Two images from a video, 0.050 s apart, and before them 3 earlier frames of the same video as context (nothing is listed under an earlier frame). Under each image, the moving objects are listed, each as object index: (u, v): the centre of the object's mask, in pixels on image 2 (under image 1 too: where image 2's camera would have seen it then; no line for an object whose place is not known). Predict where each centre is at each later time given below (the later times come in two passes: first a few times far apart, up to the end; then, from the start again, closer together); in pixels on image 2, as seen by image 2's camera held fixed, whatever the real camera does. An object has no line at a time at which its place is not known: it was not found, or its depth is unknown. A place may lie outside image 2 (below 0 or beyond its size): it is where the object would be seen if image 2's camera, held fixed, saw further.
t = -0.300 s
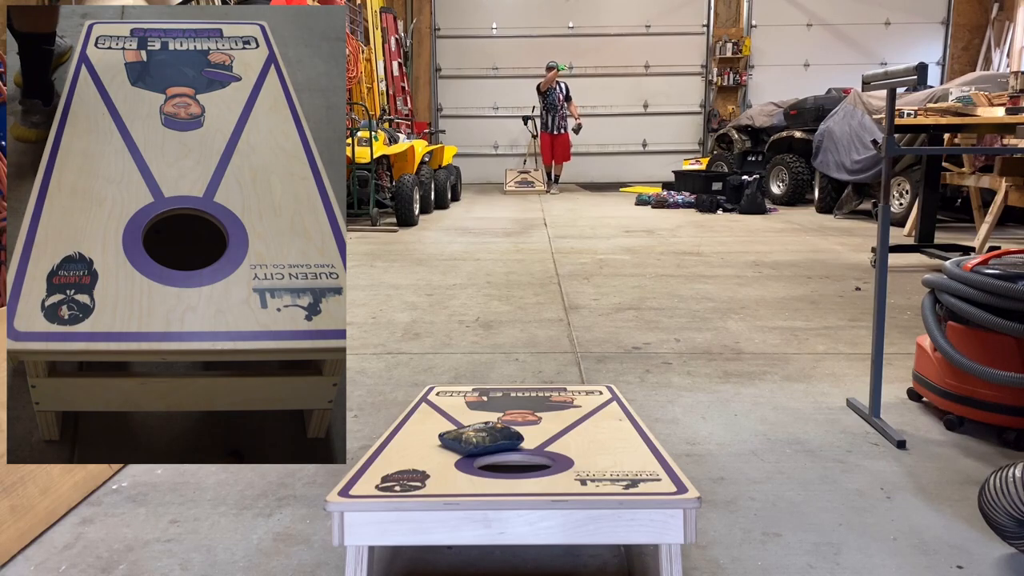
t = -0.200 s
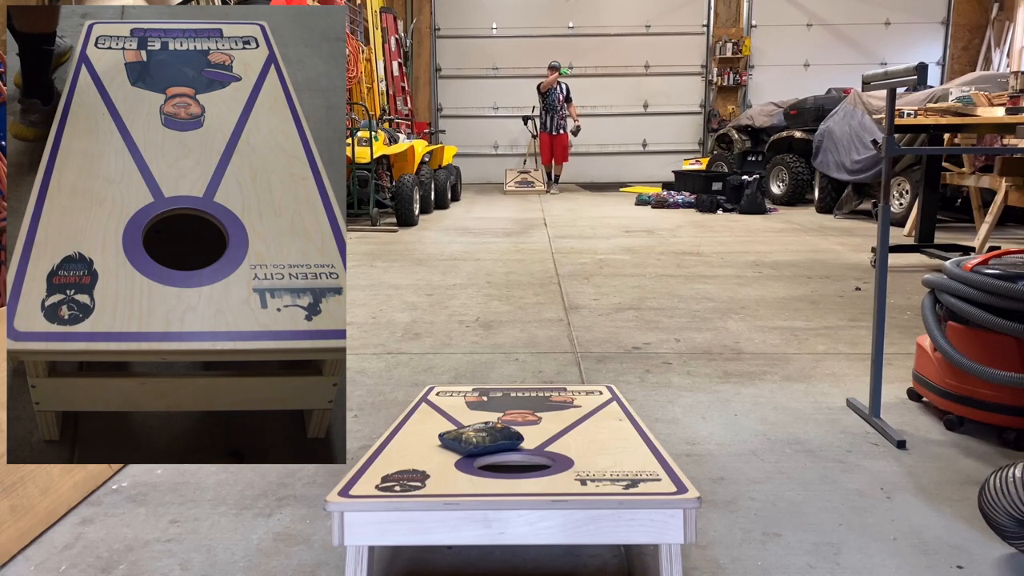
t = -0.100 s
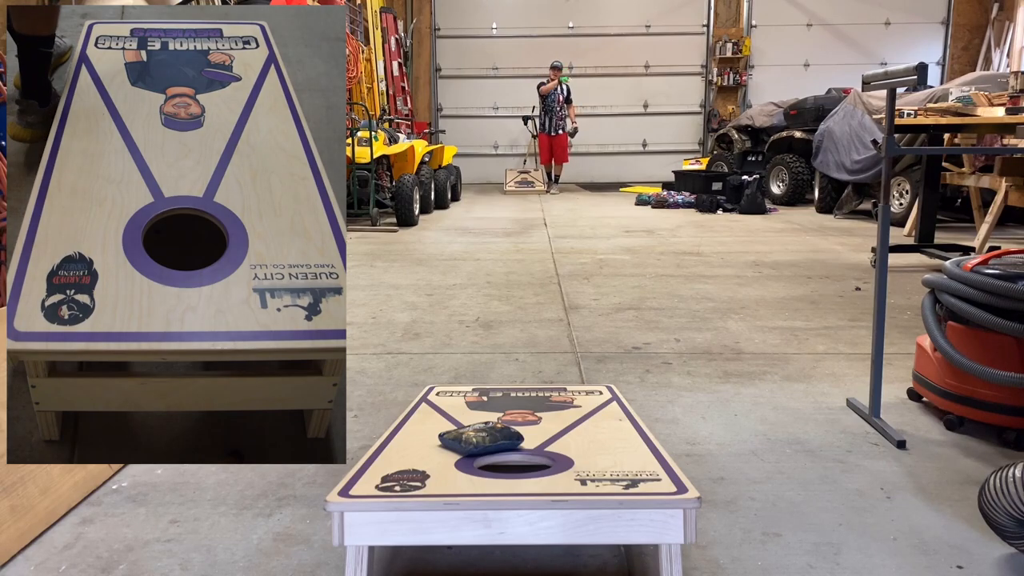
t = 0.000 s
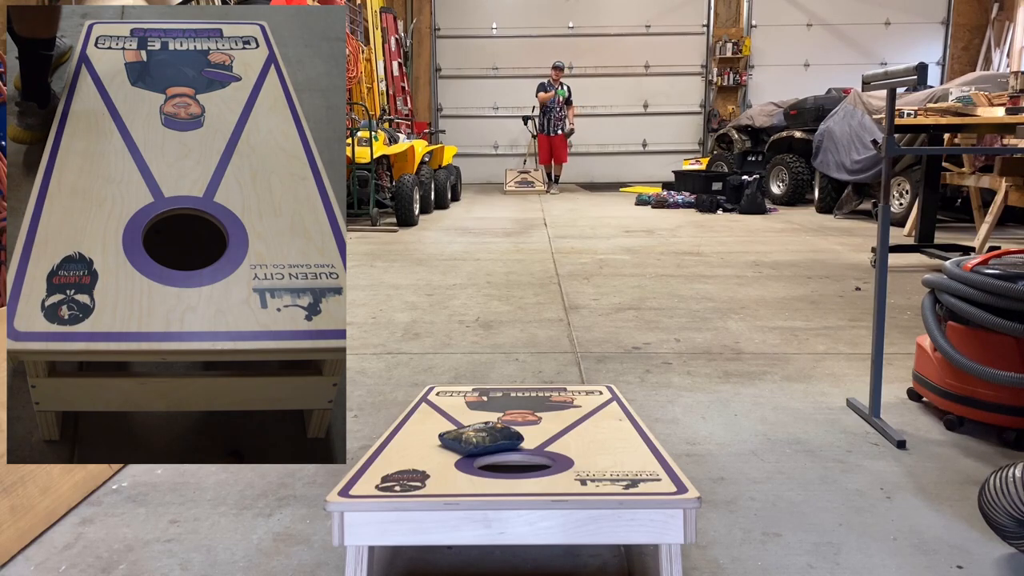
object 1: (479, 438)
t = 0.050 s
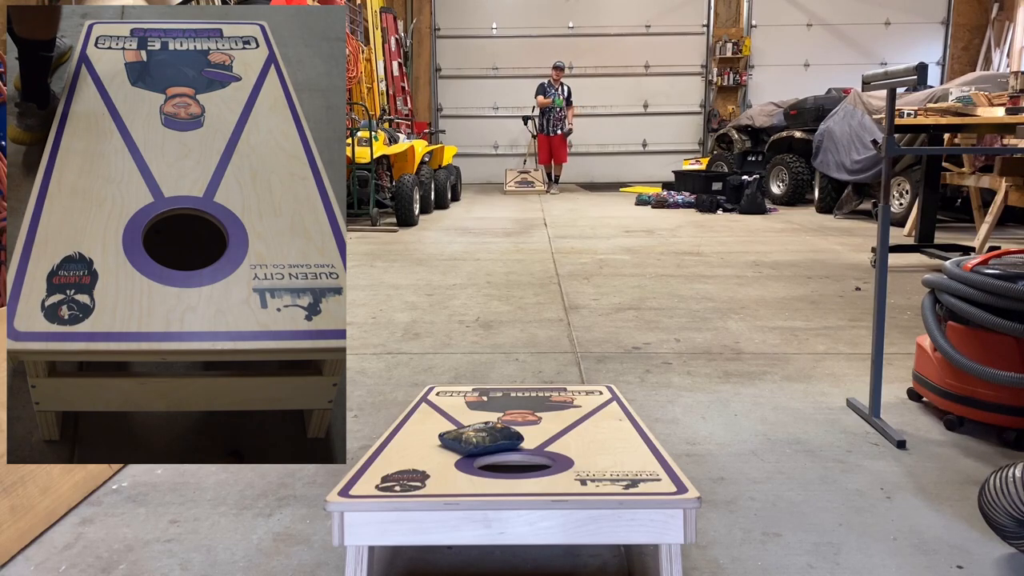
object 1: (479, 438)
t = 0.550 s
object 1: (479, 439)
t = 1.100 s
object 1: (464, 458)
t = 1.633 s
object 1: (465, 458)
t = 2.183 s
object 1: (465, 458)
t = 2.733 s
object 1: (465, 458)
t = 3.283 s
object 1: (465, 458)
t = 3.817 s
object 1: (465, 458)
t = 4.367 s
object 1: (465, 458)
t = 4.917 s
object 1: (465, 458)
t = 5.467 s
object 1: (465, 458)
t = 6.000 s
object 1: (465, 458)
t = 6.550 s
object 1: (465, 458)
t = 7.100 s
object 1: (467, 457)
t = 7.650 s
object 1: (467, 457)
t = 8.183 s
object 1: (467, 457)
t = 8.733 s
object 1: (468, 457)
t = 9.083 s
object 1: (468, 457)
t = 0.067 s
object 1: (479, 438)
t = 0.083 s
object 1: (479, 438)
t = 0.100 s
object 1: (479, 438)
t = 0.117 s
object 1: (479, 438)
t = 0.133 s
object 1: (479, 438)
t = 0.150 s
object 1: (479, 438)
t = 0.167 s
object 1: (479, 438)
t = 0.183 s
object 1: (479, 438)
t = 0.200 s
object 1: (479, 438)
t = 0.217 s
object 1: (479, 438)
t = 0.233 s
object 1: (479, 438)
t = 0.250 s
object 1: (479, 438)
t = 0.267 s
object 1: (479, 438)
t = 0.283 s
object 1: (479, 438)
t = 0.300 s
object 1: (479, 438)
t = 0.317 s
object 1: (479, 438)
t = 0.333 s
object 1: (479, 438)
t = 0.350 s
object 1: (479, 438)
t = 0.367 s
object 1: (479, 438)
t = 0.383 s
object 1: (479, 438)
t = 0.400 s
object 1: (479, 438)
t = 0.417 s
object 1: (479, 438)
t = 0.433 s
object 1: (479, 438)
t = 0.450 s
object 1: (479, 438)
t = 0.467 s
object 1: (479, 438)
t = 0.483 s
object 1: (479, 438)
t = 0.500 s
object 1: (479, 438)
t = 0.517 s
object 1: (479, 438)
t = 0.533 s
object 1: (479, 438)
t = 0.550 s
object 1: (479, 439)
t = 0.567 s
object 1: (480, 438)
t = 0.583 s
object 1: (481, 437)
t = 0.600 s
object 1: (481, 438)
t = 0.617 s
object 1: (481, 438)
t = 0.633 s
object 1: (481, 437)
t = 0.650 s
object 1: (478, 436)
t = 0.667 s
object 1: (479, 435)
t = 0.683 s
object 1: (478, 436)
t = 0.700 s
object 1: (473, 439)
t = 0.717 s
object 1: (470, 441)
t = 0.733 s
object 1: (468, 444)
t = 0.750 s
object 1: (465, 447)
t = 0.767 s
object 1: (462, 450)
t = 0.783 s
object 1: (461, 452)
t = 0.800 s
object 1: (459, 454)
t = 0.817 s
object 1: (459, 454)
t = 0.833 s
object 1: (459, 455)
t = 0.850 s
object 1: (459, 456)
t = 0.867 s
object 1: (460, 456)
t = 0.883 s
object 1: (460, 456)
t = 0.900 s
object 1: (461, 456)
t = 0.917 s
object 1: (462, 456)
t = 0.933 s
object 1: (462, 457)
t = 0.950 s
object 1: (463, 457)
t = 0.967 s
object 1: (463, 457)
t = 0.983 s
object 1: (463, 457)
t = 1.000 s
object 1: (463, 458)
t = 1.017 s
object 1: (463, 458)
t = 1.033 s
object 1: (463, 458)
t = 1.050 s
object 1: (464, 458)
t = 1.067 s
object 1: (464, 458)
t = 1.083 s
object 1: (464, 458)
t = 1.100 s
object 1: (464, 458)
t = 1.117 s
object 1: (465, 458)
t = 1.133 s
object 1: (465, 458)
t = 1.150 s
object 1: (465, 458)
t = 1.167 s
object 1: (465, 458)
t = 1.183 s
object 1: (465, 458)
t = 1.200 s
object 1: (465, 458)
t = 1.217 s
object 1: (465, 458)
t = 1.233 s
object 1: (465, 458)
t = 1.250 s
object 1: (465, 458)
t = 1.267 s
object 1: (465, 458)
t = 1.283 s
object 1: (465, 458)
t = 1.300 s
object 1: (465, 458)
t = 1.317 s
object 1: (465, 458)
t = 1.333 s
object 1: (465, 458)
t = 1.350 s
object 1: (465, 458)
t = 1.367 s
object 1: (465, 458)
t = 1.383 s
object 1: (465, 458)
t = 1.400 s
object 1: (465, 458)
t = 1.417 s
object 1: (465, 458)
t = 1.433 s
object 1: (465, 458)
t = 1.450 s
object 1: (465, 458)
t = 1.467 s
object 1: (465, 458)
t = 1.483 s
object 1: (465, 458)
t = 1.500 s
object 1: (465, 458)
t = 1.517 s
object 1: (465, 458)
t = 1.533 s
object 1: (465, 458)
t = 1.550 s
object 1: (465, 458)
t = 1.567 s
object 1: (465, 458)
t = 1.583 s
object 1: (465, 458)
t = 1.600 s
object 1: (465, 458)
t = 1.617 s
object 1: (465, 458)
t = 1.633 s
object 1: (465, 458)
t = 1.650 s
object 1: (465, 458)
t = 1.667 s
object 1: (465, 458)
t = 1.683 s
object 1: (465, 458)
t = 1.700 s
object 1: (465, 458)
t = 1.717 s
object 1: (465, 458)
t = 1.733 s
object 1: (465, 458)
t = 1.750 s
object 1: (465, 458)
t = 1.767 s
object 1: (465, 458)
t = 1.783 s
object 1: (465, 458)
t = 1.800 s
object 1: (465, 458)
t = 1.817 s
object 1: (465, 458)
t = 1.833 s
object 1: (465, 458)
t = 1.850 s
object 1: (465, 458)
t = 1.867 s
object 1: (465, 458)
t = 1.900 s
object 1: (465, 458)
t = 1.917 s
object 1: (465, 458)
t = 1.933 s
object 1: (465, 458)
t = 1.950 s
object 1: (465, 458)
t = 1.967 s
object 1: (465, 458)
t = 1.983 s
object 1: (465, 458)
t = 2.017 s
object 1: (465, 458)
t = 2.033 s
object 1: (465, 458)
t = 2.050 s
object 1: (465, 458)
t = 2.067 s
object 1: (465, 458)
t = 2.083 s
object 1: (465, 458)
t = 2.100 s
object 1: (465, 458)
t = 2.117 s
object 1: (465, 458)
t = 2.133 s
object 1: (465, 458)
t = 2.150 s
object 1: (465, 458)
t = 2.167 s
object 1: (465, 458)
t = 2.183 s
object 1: (465, 458)
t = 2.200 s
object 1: (465, 458)
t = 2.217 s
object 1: (465, 458)
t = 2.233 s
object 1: (465, 458)
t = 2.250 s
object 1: (465, 458)
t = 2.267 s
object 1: (465, 458)
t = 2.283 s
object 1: (465, 458)
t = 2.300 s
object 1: (465, 458)
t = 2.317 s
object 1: (465, 458)
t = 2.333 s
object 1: (465, 458)
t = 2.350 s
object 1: (465, 458)
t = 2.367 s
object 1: (465, 458)
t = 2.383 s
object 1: (465, 458)
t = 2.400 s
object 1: (465, 458)
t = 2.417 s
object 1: (465, 458)
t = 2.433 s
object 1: (465, 458)
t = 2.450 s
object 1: (465, 458)
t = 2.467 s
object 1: (465, 458)
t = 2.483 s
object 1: (465, 458)
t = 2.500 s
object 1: (465, 458)
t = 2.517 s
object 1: (465, 458)
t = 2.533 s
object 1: (465, 458)
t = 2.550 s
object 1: (465, 458)
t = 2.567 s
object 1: (465, 458)
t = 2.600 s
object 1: (465, 458)
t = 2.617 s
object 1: (465, 458)
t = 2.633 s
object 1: (465, 458)
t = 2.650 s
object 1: (465, 458)
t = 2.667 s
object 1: (465, 458)
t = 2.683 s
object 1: (465, 458)
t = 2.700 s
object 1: (465, 458)
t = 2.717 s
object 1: (465, 458)
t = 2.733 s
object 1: (465, 458)
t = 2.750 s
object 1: (465, 458)
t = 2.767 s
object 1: (465, 458)
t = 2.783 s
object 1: (465, 458)
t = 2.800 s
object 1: (465, 458)
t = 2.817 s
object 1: (465, 458)
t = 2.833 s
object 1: (465, 458)
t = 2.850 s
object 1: (465, 458)
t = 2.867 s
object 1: (465, 458)
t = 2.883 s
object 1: (465, 458)
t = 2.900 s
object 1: (465, 458)
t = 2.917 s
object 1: (465, 458)
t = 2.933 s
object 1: (465, 458)
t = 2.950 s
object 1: (465, 458)
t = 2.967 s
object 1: (465, 458)
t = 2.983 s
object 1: (465, 458)
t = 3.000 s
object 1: (465, 458)
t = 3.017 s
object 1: (465, 458)
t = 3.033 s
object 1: (465, 458)
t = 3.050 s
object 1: (465, 458)
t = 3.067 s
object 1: (465, 458)
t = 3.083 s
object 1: (465, 458)
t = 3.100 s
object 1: (465, 458)
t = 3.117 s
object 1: (465, 458)
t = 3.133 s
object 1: (465, 458)
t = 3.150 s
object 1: (465, 458)
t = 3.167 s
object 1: (465, 458)
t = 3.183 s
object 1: (465, 458)
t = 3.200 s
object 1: (465, 458)
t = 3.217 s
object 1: (465, 458)
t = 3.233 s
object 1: (465, 458)
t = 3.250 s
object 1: (465, 458)
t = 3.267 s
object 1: (465, 458)
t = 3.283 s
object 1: (465, 458)
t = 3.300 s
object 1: (465, 458)
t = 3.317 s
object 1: (465, 458)
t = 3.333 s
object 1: (465, 458)
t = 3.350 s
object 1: (465, 458)
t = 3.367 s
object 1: (465, 458)
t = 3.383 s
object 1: (465, 458)
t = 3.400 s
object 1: (465, 458)
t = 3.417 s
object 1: (465, 458)
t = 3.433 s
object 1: (465, 458)
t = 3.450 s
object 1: (465, 458)
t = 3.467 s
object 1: (465, 458)
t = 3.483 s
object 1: (465, 458)
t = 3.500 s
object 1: (465, 458)
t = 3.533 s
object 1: (465, 458)
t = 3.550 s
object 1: (465, 458)
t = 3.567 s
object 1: (465, 458)
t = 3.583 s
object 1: (465, 458)
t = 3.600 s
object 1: (465, 458)
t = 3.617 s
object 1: (465, 458)
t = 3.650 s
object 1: (465, 458)
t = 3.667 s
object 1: (465, 458)
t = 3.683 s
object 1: (465, 458)
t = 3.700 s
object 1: (465, 458)
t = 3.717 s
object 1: (465, 458)
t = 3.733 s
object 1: (465, 458)
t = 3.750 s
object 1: (465, 458)
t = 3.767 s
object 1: (465, 458)
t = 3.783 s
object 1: (465, 458)
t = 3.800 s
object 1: (465, 458)
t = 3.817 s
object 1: (465, 458)
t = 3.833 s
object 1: (465, 458)
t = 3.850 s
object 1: (465, 458)
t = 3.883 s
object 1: (465, 458)
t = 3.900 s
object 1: (465, 458)
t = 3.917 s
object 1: (465, 458)
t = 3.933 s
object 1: (465, 458)
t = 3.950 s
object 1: (465, 458)
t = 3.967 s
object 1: (465, 458)
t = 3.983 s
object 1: (465, 458)
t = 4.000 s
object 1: (465, 458)
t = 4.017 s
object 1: (465, 458)
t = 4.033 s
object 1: (465, 458)
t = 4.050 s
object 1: (465, 458)
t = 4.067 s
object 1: (465, 458)
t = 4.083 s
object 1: (465, 458)
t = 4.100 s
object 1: (465, 458)
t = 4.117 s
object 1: (465, 458)
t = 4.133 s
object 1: (465, 458)
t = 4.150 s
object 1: (465, 458)
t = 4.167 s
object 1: (465, 458)
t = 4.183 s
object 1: (465, 458)
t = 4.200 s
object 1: (465, 458)
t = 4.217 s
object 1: (465, 458)
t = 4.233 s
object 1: (465, 458)
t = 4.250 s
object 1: (465, 458)
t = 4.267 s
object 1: (465, 458)
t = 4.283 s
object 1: (465, 458)
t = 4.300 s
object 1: (465, 458)
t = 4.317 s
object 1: (465, 458)
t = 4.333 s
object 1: (465, 458)
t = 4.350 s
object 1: (465, 458)
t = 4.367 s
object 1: (465, 458)
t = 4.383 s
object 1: (465, 458)
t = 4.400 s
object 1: (465, 458)
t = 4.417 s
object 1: (465, 458)
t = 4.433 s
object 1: (465, 458)
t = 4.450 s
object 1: (465, 458)
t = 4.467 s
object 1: (465, 458)
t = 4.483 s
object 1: (465, 458)
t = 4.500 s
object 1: (465, 458)
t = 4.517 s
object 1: (465, 458)
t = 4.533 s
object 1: (465, 458)
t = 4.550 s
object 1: (465, 458)
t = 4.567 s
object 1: (465, 458)
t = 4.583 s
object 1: (465, 458)
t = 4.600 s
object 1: (465, 458)
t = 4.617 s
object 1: (465, 458)
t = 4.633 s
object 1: (465, 458)
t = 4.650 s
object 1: (465, 458)
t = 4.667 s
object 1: (465, 458)
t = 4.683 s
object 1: (465, 458)
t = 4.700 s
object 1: (465, 458)
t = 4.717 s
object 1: (465, 458)
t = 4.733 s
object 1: (465, 458)
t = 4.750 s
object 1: (465, 458)
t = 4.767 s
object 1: (465, 458)
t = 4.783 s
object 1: (465, 458)
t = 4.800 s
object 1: (465, 458)
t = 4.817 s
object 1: (465, 458)
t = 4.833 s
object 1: (465, 458)
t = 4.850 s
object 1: (465, 458)
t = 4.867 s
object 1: (465, 458)
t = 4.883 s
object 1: (465, 458)
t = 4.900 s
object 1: (465, 458)
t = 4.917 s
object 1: (465, 458)
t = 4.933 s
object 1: (465, 458)
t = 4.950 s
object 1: (465, 458)
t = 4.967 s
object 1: (465, 458)
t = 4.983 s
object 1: (465, 458)
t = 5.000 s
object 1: (465, 458)
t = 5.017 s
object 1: (465, 458)
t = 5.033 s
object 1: (465, 458)
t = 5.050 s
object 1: (465, 458)
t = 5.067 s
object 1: (465, 458)
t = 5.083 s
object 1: (465, 458)
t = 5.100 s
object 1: (465, 458)
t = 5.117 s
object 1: (465, 458)
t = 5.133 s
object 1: (465, 458)
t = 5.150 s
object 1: (465, 458)
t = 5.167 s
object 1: (465, 458)
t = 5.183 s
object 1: (465, 458)
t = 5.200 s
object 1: (465, 458)
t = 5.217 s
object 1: (465, 458)
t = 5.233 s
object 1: (465, 458)
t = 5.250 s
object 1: (465, 458)
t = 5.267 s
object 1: (465, 458)
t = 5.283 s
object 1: (465, 458)
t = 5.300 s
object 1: (465, 458)
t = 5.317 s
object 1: (465, 458)
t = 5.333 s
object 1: (465, 458)
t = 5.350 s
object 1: (465, 458)
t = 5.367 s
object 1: (465, 458)
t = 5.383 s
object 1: (465, 458)
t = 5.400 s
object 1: (465, 458)
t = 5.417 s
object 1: (465, 458)
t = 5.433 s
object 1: (465, 458)
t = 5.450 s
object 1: (465, 458)
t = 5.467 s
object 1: (465, 458)
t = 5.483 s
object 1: (465, 458)
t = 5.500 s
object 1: (465, 458)
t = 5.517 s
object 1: (465, 458)
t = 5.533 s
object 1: (465, 458)
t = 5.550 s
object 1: (465, 458)
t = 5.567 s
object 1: (465, 458)
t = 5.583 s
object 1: (465, 458)
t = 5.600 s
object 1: (465, 458)
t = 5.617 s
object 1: (465, 458)
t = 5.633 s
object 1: (465, 458)
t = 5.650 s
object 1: (465, 458)
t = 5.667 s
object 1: (465, 458)
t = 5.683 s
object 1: (465, 458)
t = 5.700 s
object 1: (465, 458)
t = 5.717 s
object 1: (465, 458)
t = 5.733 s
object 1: (465, 458)
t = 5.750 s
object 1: (465, 458)
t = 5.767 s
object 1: (465, 458)
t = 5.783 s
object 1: (465, 458)
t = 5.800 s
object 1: (465, 458)
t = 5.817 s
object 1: (465, 458)
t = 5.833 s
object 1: (465, 458)
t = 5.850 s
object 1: (465, 458)
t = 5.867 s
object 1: (465, 458)
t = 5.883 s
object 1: (465, 458)
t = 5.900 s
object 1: (465, 458)
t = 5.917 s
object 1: (465, 458)
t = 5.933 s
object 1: (465, 458)
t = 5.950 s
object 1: (465, 458)
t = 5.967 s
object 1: (465, 458)
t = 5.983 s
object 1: (465, 458)
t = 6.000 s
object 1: (465, 458)
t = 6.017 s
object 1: (465, 458)
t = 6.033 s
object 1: (465, 458)
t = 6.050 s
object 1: (465, 458)
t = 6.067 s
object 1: (465, 458)
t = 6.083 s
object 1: (465, 458)
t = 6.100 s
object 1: (465, 458)
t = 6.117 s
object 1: (465, 458)
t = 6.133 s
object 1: (465, 458)
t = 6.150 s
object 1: (465, 458)
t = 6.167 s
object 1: (465, 458)
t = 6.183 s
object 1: (465, 458)
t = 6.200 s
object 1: (465, 458)
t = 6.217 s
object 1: (465, 458)
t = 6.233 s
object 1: (465, 458)
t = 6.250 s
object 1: (465, 458)
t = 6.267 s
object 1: (465, 458)
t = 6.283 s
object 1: (465, 458)
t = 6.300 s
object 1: (465, 458)
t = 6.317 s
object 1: (465, 458)
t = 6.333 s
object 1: (465, 458)
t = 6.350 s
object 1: (465, 458)
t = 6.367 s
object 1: (465, 458)
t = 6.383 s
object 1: (465, 458)
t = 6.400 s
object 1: (465, 458)
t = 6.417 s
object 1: (465, 458)
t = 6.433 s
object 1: (465, 458)
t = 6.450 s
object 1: (465, 458)
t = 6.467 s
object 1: (465, 458)
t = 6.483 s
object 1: (465, 458)
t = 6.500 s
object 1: (465, 458)
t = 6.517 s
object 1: (465, 458)
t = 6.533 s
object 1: (465, 458)
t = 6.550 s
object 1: (465, 458)
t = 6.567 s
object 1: (465, 458)
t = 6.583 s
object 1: (465, 458)
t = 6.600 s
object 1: (465, 458)
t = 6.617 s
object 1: (465, 458)
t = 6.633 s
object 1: (465, 458)
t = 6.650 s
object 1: (465, 458)
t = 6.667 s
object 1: (465, 458)
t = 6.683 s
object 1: (465, 458)
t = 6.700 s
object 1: (465, 458)
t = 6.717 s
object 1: (465, 458)
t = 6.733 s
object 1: (465, 458)
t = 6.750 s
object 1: (465, 458)
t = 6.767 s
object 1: (465, 458)
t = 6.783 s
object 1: (465, 458)
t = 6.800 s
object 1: (465, 458)
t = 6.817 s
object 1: (465, 458)
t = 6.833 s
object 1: (465, 457)
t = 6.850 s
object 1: (466, 457)
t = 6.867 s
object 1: (466, 457)
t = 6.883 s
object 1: (466, 457)
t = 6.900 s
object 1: (466, 457)
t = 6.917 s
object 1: (466, 457)
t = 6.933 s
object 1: (467, 457)
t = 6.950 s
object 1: (467, 457)
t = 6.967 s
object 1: (467, 457)
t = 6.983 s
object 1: (467, 457)
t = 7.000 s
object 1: (467, 457)
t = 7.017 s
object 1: (467, 457)
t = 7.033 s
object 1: (467, 457)
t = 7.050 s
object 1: (467, 457)
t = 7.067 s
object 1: (467, 457)
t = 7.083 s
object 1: (467, 457)
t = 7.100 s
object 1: (467, 457)
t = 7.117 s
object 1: (467, 457)
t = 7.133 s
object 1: (467, 457)
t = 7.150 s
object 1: (467, 457)
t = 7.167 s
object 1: (467, 457)
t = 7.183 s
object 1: (467, 457)
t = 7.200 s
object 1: (467, 457)
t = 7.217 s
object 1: (467, 457)
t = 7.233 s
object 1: (467, 457)
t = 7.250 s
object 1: (467, 457)
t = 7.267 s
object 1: (467, 457)
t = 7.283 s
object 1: (467, 457)
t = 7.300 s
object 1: (467, 457)
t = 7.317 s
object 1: (467, 457)
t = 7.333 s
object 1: (467, 457)
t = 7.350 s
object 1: (467, 457)
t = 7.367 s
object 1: (467, 457)
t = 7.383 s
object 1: (467, 457)
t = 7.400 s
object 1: (467, 457)
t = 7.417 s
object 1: (467, 457)
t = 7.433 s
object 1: (467, 457)
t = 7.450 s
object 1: (467, 457)
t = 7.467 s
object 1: (467, 457)
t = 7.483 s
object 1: (467, 457)
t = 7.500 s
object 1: (467, 457)
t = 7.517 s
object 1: (467, 457)
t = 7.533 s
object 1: (467, 457)
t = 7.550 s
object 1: (467, 457)
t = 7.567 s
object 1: (467, 457)
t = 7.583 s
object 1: (467, 457)
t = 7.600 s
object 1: (467, 457)
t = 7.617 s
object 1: (467, 457)
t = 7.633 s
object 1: (467, 457)
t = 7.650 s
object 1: (467, 457)
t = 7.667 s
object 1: (467, 457)
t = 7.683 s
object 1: (467, 457)
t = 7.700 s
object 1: (467, 457)
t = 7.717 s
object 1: (467, 457)
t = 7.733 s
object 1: (467, 457)
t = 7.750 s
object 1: (467, 457)
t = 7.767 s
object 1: (467, 457)
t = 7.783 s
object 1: (467, 457)
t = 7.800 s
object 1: (467, 457)
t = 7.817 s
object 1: (467, 457)
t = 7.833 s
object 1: (467, 457)
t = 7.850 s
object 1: (467, 457)
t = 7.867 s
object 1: (467, 457)
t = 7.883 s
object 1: (467, 457)
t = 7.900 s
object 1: (467, 457)
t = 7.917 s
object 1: (467, 457)
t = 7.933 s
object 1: (467, 457)
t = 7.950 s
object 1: (467, 457)
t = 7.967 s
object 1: (467, 457)
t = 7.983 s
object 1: (467, 457)
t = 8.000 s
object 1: (467, 457)
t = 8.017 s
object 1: (467, 457)
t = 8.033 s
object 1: (467, 457)
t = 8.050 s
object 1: (467, 457)
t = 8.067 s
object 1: (467, 457)
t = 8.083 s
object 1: (467, 457)
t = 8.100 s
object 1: (467, 457)
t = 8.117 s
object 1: (467, 457)
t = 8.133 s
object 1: (467, 457)
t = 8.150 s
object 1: (467, 457)
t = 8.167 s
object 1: (467, 457)
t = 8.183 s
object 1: (467, 457)
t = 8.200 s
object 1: (467, 457)
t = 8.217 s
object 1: (467, 457)
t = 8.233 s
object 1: (467, 457)
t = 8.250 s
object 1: (467, 457)
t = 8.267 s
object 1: (467, 457)
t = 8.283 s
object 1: (467, 457)
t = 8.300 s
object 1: (467, 457)
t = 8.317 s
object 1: (467, 457)
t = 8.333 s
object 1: (467, 457)
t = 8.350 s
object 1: (467, 457)
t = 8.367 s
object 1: (467, 457)
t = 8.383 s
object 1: (467, 457)
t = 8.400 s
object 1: (467, 457)
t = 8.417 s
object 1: (467, 457)
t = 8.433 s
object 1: (467, 457)
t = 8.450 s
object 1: (467, 457)
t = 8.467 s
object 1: (467, 457)
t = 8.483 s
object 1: (467, 457)
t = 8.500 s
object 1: (467, 457)
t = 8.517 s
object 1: (467, 457)
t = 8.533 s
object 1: (467, 457)
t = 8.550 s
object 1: (467, 457)
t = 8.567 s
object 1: (467, 457)
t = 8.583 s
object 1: (467, 457)
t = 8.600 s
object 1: (467, 457)
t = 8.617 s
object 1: (467, 457)
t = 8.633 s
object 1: (467, 457)
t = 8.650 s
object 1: (467, 457)
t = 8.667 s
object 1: (467, 457)
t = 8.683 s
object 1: (467, 457)
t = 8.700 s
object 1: (467, 457)
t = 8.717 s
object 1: (468, 457)
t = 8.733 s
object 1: (468, 457)
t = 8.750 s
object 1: (468, 457)
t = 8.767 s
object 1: (468, 457)
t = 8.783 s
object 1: (468, 457)
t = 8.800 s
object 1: (468, 457)
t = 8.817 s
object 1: (468, 457)
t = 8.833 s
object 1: (468, 457)
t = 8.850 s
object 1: (468, 457)
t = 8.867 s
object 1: (468, 457)
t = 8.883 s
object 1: (468, 457)
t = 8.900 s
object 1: (467, 457)
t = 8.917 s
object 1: (467, 457)
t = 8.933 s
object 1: (467, 457)
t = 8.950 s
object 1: (467, 457)
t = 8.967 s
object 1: (468, 457)
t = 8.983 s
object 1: (468, 457)
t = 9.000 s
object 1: (468, 457)
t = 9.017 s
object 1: (468, 457)
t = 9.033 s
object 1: (468, 457)
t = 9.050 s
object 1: (468, 457)
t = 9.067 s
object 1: (468, 457)
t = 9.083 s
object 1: (468, 457)
